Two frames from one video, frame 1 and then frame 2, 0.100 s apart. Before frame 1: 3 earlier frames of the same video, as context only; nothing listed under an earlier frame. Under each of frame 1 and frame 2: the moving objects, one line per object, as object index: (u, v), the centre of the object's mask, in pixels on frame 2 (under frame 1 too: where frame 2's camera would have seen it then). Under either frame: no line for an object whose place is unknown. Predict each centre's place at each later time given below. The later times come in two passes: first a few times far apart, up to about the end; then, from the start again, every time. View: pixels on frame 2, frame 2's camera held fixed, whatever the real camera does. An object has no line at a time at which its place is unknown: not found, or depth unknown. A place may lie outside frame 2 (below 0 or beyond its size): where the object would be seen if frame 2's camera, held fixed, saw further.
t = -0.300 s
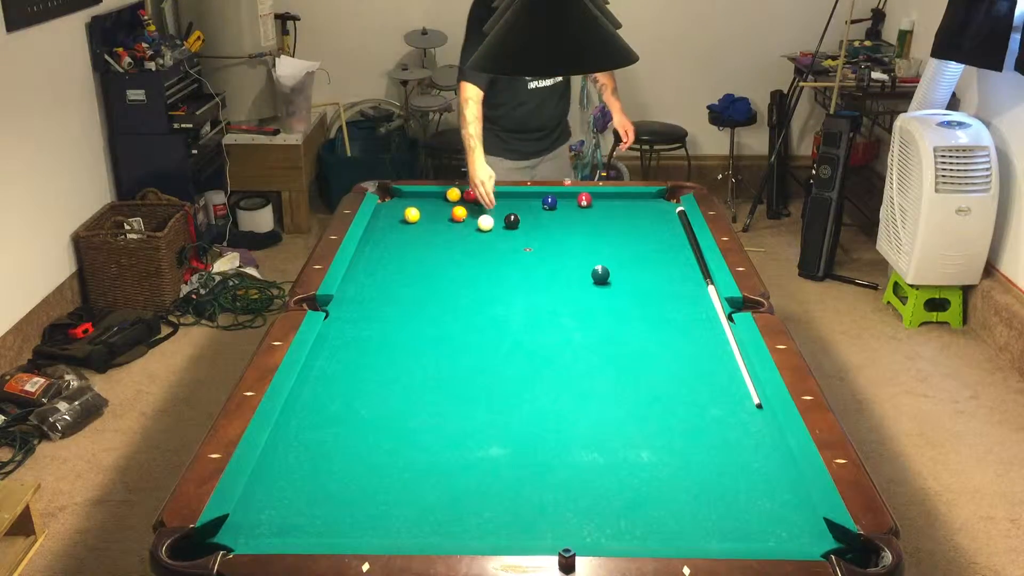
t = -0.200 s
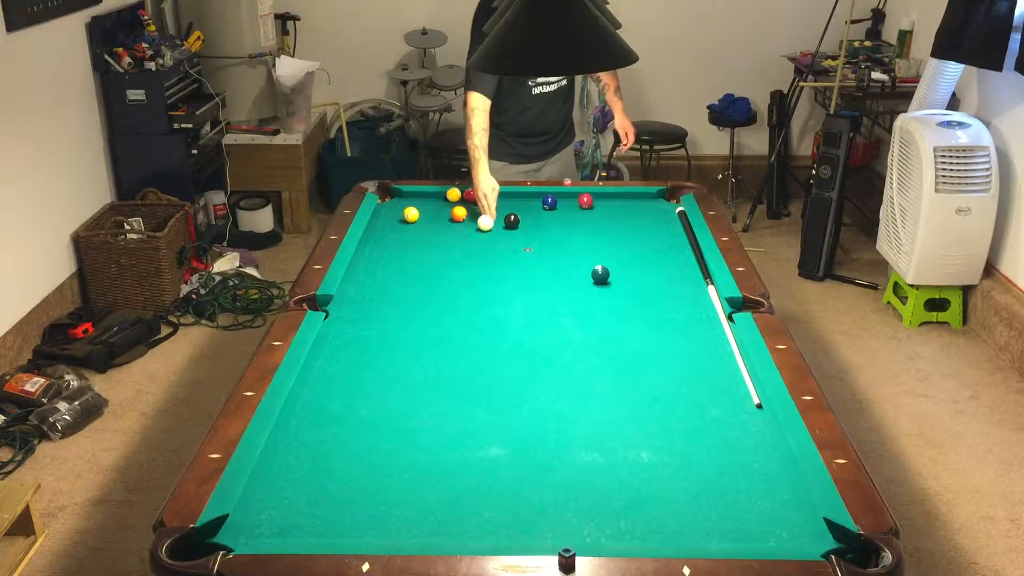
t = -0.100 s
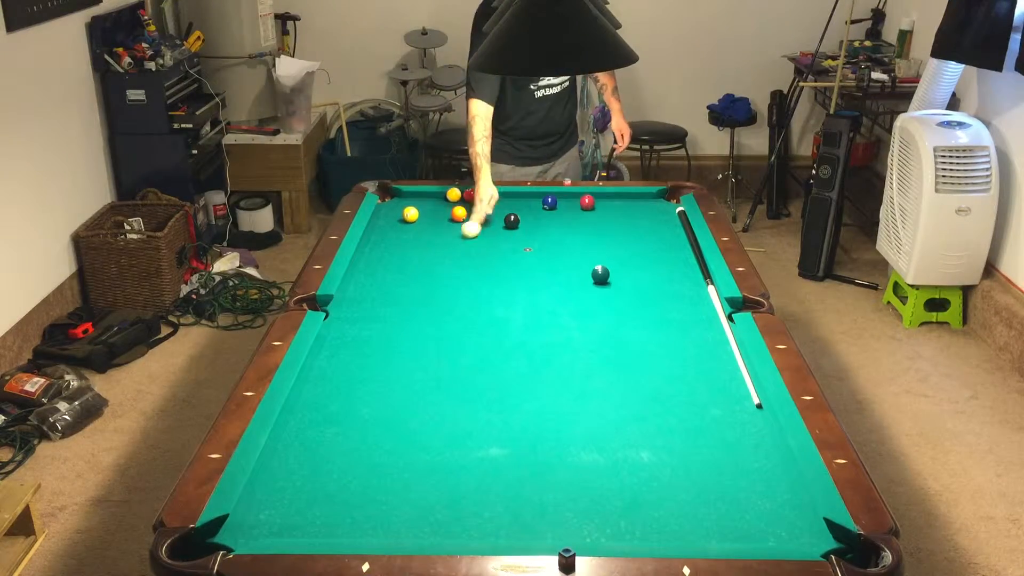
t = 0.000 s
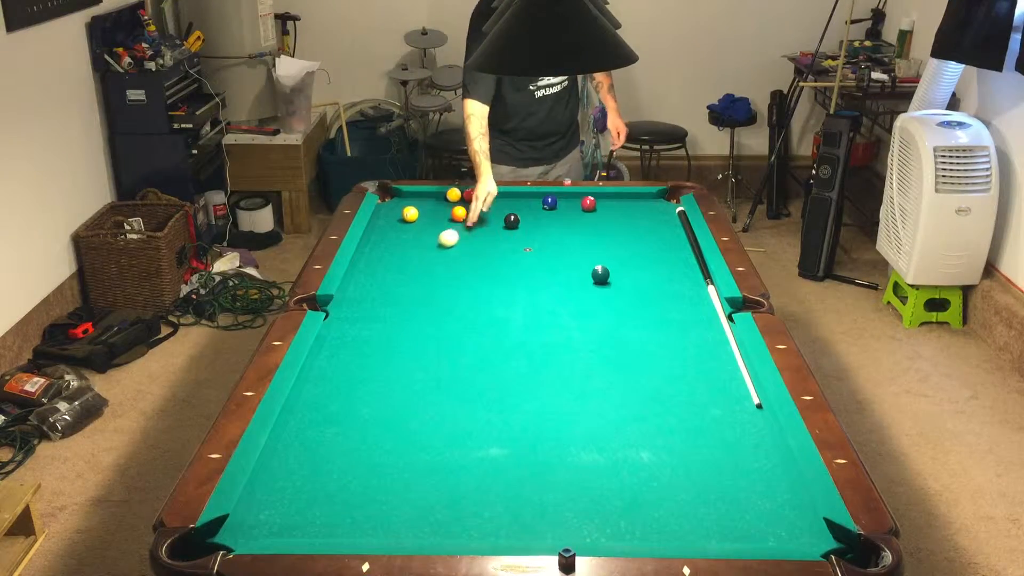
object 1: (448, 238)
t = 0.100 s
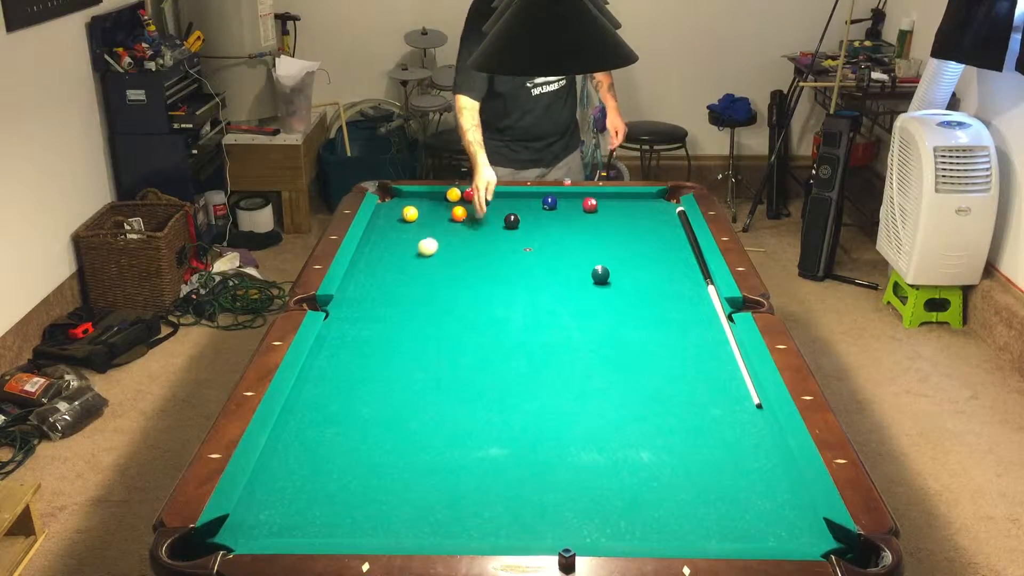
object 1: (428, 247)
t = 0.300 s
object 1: (384, 265)
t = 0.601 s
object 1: (364, 290)
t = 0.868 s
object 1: (385, 308)
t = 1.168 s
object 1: (410, 329)
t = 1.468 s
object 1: (436, 351)
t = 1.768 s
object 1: (463, 374)
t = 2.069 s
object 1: (491, 397)
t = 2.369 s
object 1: (521, 420)
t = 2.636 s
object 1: (547, 441)
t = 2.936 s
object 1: (578, 464)
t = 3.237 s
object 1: (609, 487)
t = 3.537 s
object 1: (641, 509)
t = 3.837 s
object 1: (672, 529)
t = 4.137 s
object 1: (692, 529)
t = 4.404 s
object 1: (702, 521)
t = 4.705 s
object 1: (711, 512)
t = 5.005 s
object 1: (718, 506)
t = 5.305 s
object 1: (723, 501)
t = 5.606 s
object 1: (727, 498)
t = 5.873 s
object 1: (729, 497)
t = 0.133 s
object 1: (420, 250)
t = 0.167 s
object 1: (413, 253)
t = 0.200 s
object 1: (406, 256)
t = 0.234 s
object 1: (399, 259)
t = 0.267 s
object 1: (391, 262)
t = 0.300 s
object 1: (384, 265)
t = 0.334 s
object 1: (376, 269)
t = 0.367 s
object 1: (368, 272)
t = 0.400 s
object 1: (360, 275)
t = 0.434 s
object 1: (353, 278)
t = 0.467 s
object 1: (354, 281)
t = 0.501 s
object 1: (357, 283)
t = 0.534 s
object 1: (359, 285)
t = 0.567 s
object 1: (362, 288)
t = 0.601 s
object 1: (364, 290)
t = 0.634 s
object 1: (367, 292)
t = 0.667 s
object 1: (369, 294)
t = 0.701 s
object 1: (372, 296)
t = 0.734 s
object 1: (375, 299)
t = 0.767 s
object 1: (377, 301)
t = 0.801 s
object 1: (380, 303)
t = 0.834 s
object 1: (382, 305)
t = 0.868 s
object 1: (385, 308)
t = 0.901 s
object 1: (388, 310)
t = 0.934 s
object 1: (391, 312)
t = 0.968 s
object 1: (393, 315)
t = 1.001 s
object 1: (396, 317)
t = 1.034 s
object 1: (399, 319)
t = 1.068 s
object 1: (401, 322)
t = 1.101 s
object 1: (404, 324)
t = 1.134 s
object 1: (407, 326)
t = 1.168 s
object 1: (410, 329)
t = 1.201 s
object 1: (412, 331)
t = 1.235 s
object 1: (416, 334)
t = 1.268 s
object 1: (418, 336)
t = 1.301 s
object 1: (421, 338)
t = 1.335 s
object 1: (424, 341)
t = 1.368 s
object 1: (427, 343)
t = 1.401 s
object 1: (430, 346)
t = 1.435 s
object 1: (433, 348)
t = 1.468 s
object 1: (436, 351)
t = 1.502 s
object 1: (439, 353)
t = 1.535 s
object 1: (442, 355)
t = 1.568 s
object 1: (445, 359)
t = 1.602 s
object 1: (448, 361)
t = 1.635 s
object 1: (451, 363)
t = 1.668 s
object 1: (454, 366)
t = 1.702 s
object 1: (457, 369)
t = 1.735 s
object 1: (460, 371)
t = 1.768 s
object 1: (463, 374)
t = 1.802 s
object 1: (466, 376)
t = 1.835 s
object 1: (469, 379)
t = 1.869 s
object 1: (472, 381)
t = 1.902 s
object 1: (475, 384)
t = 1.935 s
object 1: (478, 387)
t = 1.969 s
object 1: (482, 389)
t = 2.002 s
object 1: (485, 392)
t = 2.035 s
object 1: (488, 394)
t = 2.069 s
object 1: (491, 397)
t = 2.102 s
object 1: (494, 399)
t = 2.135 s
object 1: (498, 402)
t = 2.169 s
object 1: (501, 404)
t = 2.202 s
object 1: (504, 407)
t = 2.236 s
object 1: (507, 410)
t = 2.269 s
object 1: (511, 412)
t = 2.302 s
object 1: (514, 415)
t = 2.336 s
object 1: (517, 418)
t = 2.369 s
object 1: (521, 420)
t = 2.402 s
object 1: (524, 423)
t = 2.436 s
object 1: (527, 426)
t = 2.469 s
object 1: (531, 428)
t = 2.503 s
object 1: (534, 430)
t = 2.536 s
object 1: (537, 433)
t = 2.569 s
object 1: (541, 436)
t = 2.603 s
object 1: (544, 439)
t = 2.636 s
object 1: (547, 441)
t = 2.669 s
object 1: (551, 443)
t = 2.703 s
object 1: (554, 446)
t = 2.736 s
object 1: (558, 448)
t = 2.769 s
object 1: (561, 452)
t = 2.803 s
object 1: (564, 453)
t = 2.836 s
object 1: (568, 457)
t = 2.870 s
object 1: (571, 459)
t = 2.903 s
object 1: (575, 462)
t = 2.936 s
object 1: (578, 464)
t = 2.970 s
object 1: (582, 467)
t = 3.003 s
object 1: (585, 469)
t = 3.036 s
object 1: (589, 472)
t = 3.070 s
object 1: (592, 474)
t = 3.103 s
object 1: (595, 477)
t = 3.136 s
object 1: (599, 479)
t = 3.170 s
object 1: (602, 482)
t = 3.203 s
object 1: (606, 485)
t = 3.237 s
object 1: (609, 487)
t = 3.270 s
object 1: (613, 490)
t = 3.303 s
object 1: (616, 492)
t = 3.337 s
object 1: (620, 495)
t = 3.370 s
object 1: (623, 497)
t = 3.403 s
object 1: (627, 500)
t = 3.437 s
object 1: (630, 502)
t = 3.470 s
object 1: (634, 504)
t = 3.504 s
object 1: (638, 507)
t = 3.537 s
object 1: (641, 509)
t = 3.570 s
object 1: (645, 512)
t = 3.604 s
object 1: (648, 514)
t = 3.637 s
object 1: (652, 517)
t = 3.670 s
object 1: (655, 519)
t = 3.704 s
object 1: (658, 521)
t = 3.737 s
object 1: (662, 523)
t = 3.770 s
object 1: (665, 526)
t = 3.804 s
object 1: (669, 528)
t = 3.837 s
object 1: (672, 529)
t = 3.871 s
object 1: (675, 530)
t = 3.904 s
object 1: (679, 532)
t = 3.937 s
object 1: (682, 533)
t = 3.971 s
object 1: (685, 533)
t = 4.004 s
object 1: (686, 532)
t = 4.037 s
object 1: (687, 532)
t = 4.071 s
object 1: (689, 531)
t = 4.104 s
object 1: (690, 530)
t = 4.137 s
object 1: (692, 529)
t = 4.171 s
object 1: (693, 529)
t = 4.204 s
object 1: (694, 528)
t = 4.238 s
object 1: (696, 527)
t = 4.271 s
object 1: (697, 526)
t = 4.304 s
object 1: (698, 526)
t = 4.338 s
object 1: (699, 524)
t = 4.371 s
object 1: (701, 523)
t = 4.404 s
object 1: (702, 521)
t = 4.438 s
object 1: (703, 520)
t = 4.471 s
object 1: (704, 519)
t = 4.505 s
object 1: (705, 518)
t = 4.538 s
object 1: (706, 517)
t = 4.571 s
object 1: (707, 516)
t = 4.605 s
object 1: (708, 515)
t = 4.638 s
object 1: (709, 514)
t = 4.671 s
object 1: (710, 513)
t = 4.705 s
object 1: (711, 512)
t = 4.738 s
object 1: (712, 512)
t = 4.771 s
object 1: (713, 511)
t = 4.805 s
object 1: (714, 510)
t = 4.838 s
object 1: (714, 509)
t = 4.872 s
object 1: (715, 508)
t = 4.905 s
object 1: (716, 508)
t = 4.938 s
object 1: (717, 507)
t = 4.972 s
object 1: (717, 506)
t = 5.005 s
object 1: (718, 506)
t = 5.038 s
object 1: (719, 505)
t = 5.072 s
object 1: (719, 505)
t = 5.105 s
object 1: (720, 504)
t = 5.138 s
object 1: (721, 504)
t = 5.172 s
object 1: (721, 503)
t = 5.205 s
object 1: (722, 502)
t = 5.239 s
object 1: (722, 502)
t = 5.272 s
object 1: (723, 501)
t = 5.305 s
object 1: (723, 501)
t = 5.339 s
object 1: (724, 500)
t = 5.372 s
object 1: (724, 500)
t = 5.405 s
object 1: (725, 500)
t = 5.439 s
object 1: (725, 499)
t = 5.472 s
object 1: (726, 499)
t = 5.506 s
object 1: (726, 499)
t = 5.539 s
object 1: (726, 498)
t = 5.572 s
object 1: (727, 498)
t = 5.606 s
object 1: (727, 498)
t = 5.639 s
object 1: (727, 498)
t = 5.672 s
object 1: (728, 498)
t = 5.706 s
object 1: (728, 498)
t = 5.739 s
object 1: (728, 498)
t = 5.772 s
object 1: (728, 497)
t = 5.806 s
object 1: (728, 497)
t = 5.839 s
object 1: (728, 497)
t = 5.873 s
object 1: (729, 497)
